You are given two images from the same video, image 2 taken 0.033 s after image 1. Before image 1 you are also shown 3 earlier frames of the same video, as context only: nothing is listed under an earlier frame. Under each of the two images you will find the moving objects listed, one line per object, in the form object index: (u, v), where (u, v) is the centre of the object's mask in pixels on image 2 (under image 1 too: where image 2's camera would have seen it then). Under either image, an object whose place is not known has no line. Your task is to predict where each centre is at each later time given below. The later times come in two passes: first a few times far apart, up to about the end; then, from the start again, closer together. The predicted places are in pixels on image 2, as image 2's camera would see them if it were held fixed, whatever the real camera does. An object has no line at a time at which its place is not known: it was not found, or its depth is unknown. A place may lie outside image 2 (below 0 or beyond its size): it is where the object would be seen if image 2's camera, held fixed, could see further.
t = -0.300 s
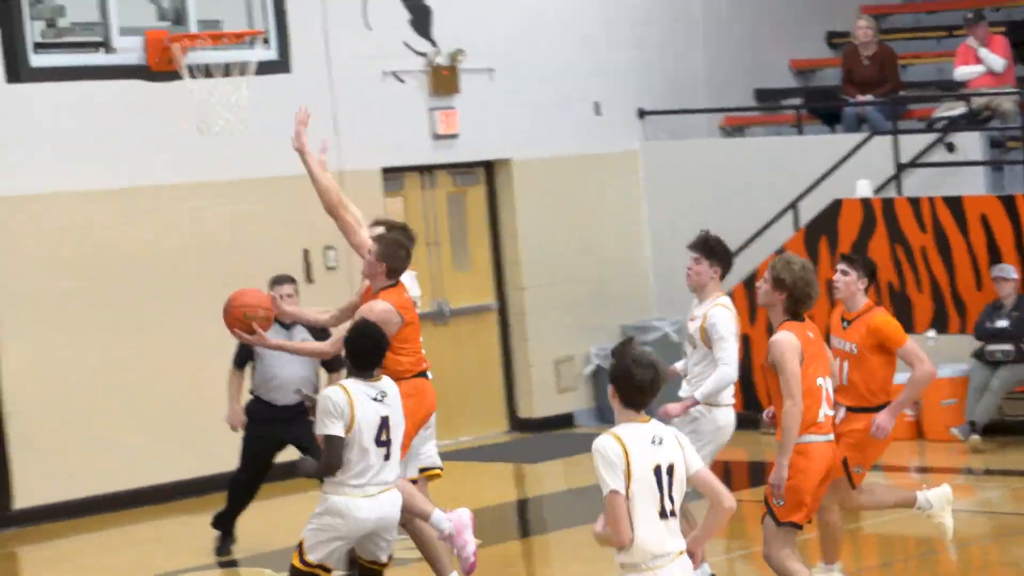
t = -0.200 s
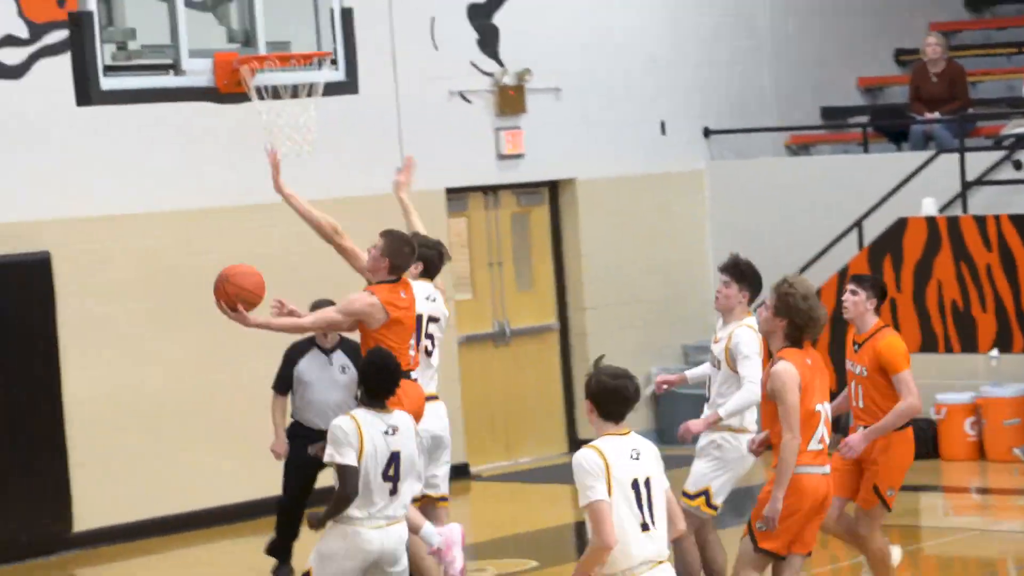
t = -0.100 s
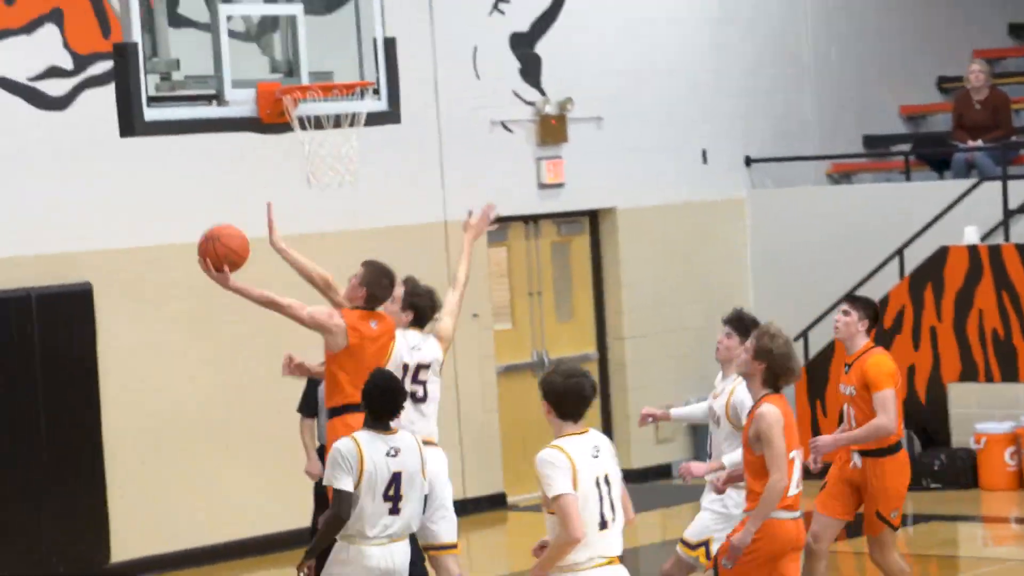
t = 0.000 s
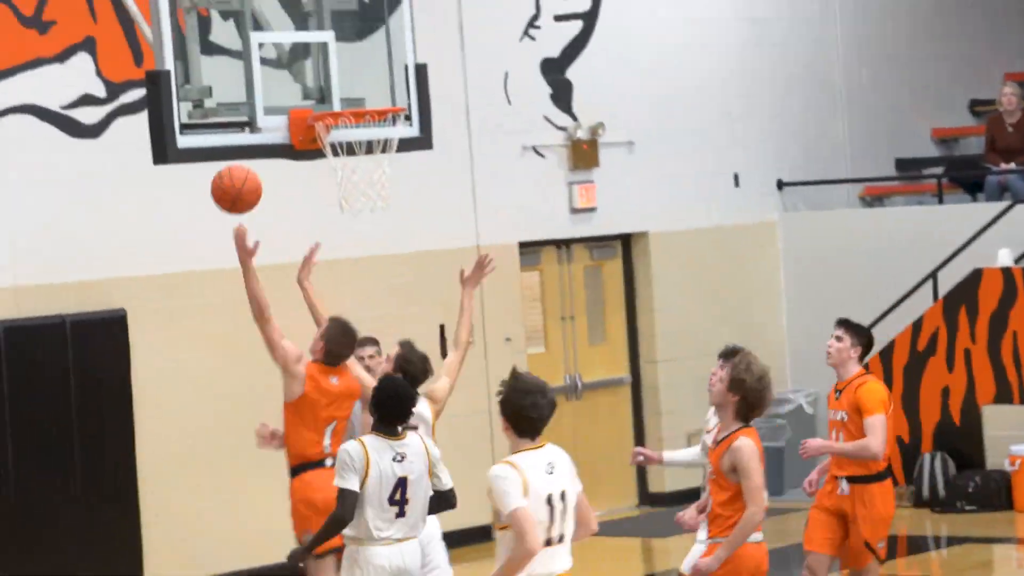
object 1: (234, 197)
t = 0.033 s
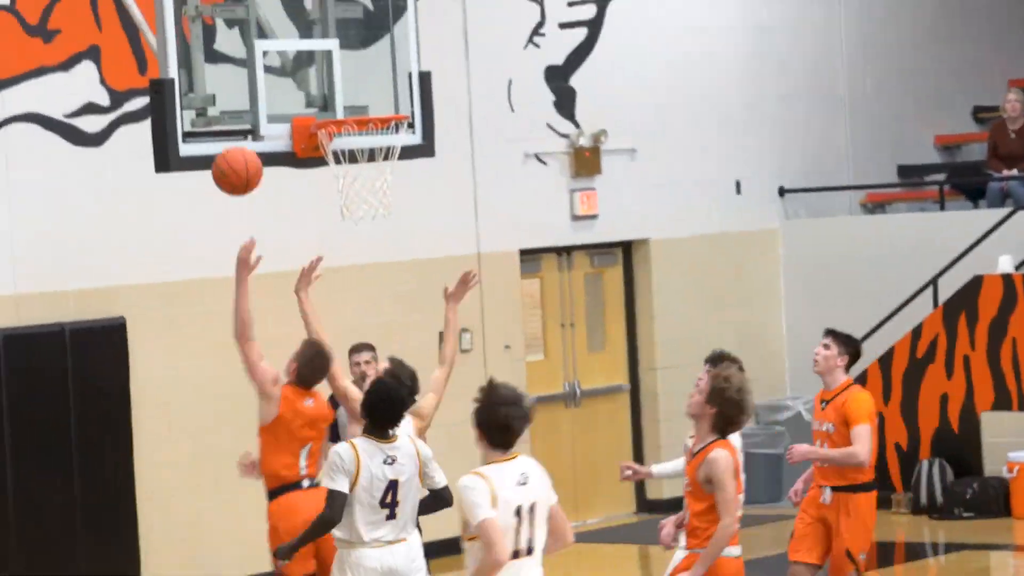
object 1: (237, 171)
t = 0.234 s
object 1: (239, 63)
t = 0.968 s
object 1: (367, 173)
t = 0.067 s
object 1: (235, 147)
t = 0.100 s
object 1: (233, 126)
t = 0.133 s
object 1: (233, 107)
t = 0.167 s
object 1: (233, 90)
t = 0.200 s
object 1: (236, 76)
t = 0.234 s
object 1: (239, 63)
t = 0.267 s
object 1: (243, 54)
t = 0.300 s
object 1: (251, 49)
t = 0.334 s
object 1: (261, 45)
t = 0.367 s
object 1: (273, 46)
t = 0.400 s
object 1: (286, 51)
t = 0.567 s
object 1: (352, 91)
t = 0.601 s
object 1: (361, 100)
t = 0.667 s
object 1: (360, 94)
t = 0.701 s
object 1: (361, 96)
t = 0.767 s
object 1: (360, 100)
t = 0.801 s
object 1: (363, 104)
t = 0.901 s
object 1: (367, 146)
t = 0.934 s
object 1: (369, 160)
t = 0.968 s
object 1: (367, 173)
